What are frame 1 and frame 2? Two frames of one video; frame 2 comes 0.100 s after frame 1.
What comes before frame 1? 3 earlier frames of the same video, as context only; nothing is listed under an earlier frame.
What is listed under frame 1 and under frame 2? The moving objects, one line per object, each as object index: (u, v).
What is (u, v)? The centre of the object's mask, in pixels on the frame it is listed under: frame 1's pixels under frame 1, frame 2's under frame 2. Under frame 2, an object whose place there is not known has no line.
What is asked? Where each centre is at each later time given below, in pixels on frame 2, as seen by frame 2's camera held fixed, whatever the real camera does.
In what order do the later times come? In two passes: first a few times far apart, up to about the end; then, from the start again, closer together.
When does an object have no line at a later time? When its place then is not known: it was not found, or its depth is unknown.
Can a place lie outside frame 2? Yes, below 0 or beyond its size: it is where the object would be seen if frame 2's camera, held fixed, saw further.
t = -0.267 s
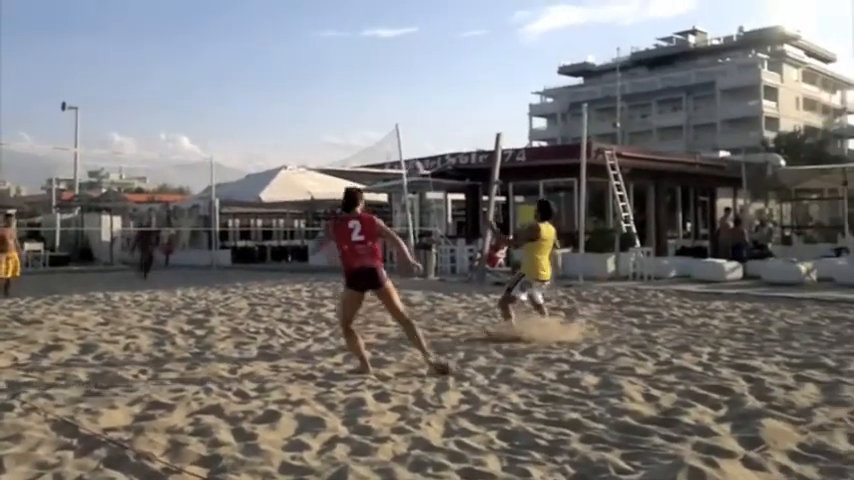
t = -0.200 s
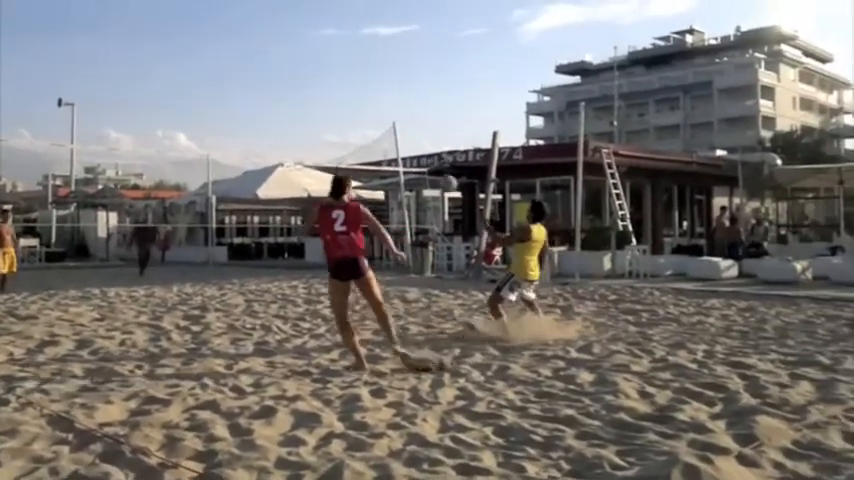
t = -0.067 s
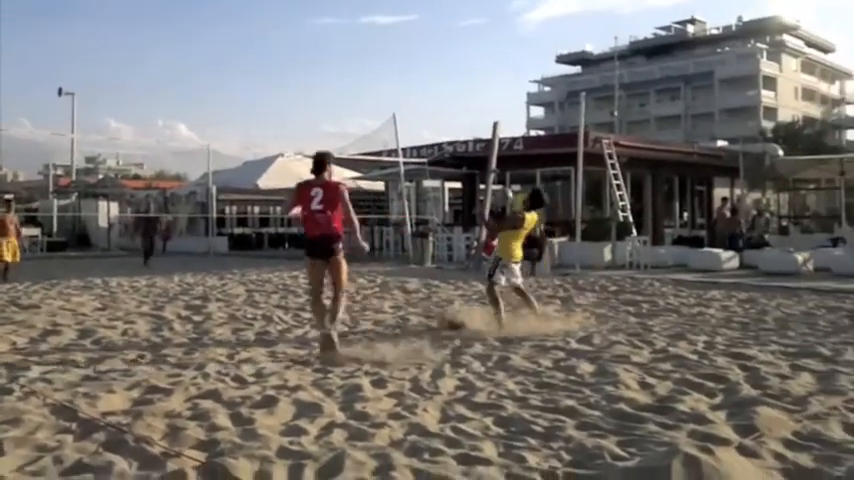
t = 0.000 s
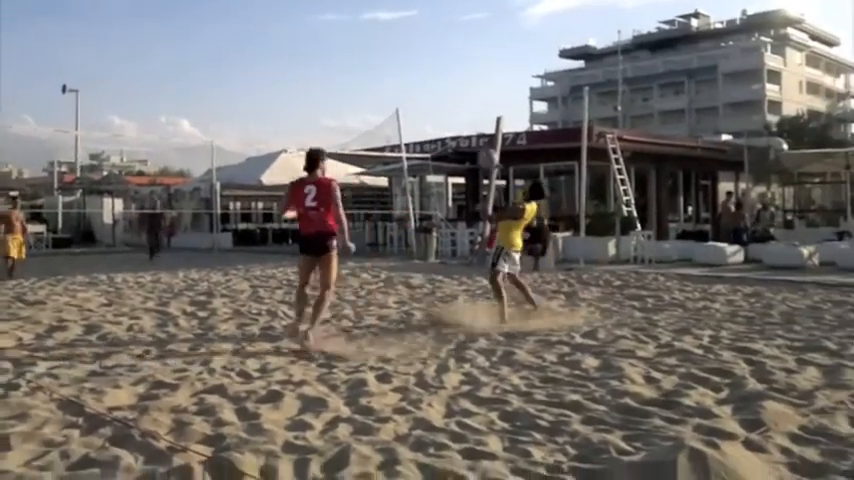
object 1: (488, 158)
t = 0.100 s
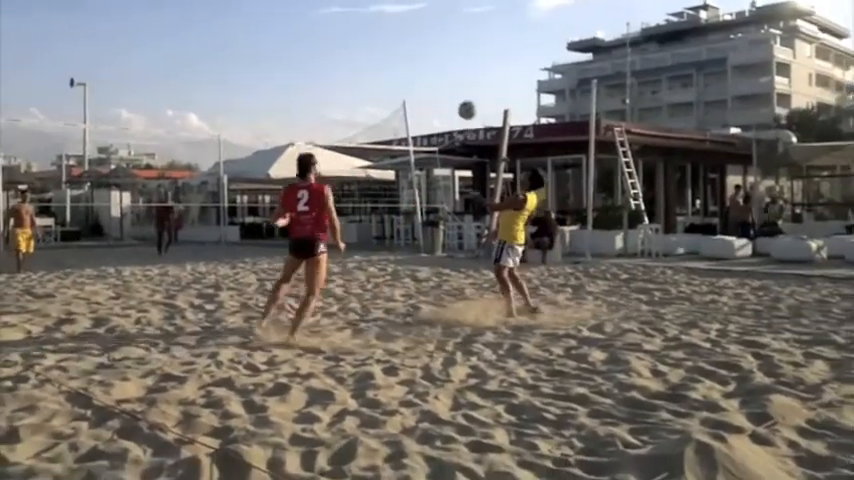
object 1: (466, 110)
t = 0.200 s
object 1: (439, 77)
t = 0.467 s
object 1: (369, 31)
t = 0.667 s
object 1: (319, 35)
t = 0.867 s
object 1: (273, 71)
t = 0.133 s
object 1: (457, 98)
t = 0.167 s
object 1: (448, 87)
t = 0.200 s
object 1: (439, 77)
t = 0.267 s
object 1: (421, 59)
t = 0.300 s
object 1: (413, 52)
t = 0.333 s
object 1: (404, 45)
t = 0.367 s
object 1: (395, 40)
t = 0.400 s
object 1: (387, 36)
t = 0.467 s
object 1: (369, 31)
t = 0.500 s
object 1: (360, 29)
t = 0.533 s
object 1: (352, 28)
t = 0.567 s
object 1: (343, 28)
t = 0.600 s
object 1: (335, 29)
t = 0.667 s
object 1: (319, 35)
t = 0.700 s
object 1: (311, 38)
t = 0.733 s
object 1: (303, 43)
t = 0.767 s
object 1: (294, 49)
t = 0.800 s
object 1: (287, 56)
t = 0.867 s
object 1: (273, 71)
